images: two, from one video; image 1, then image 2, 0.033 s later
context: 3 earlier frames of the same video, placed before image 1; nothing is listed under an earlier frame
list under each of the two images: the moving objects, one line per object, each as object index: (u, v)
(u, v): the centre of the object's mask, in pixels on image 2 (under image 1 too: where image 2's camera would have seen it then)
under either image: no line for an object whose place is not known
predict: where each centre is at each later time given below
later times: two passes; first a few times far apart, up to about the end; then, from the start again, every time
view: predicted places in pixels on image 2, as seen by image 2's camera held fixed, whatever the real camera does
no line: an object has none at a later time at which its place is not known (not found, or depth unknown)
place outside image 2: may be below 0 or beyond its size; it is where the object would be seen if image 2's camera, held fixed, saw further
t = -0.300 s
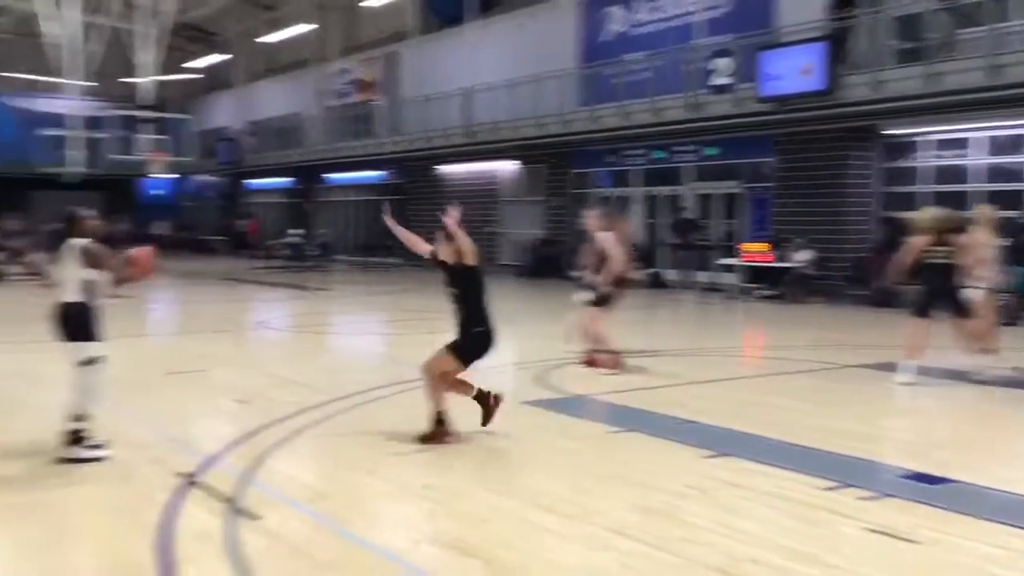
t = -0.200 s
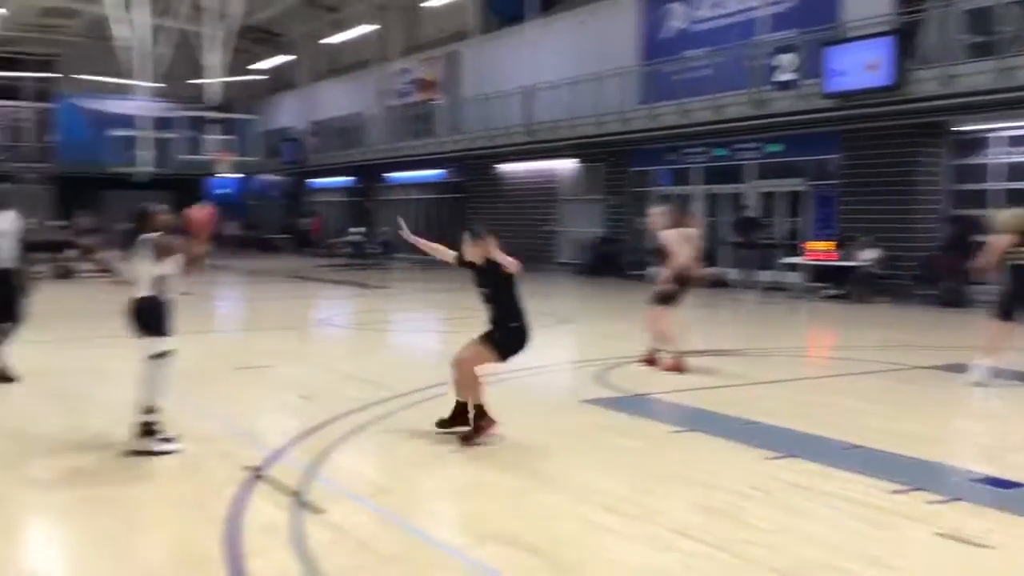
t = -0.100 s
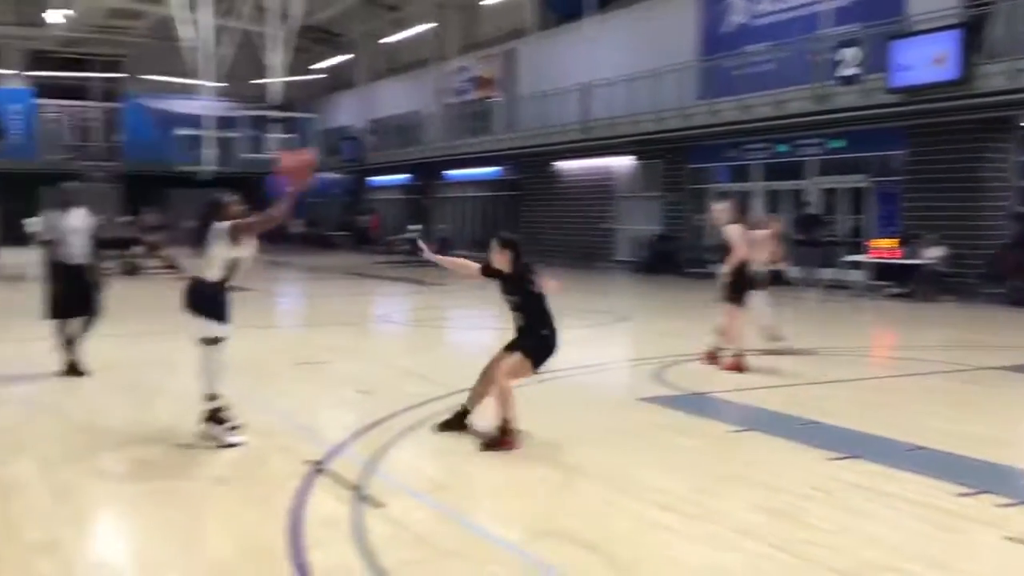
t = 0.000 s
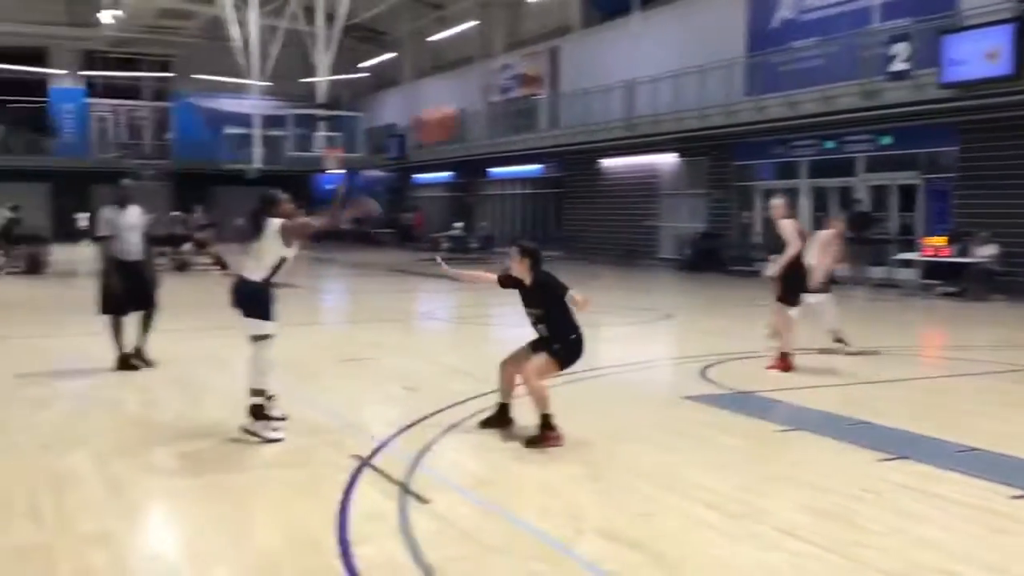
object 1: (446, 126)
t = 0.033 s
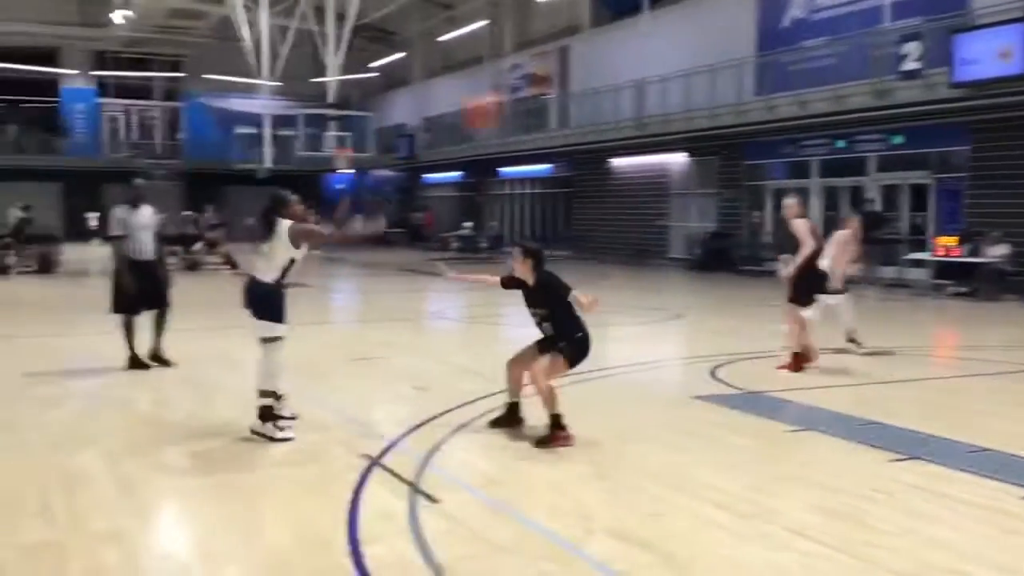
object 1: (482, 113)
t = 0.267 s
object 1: (734, 75)
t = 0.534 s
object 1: (1080, 148)
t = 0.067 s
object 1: (514, 103)
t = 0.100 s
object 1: (546, 94)
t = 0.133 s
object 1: (586, 86)
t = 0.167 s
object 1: (622, 83)
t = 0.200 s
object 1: (657, 80)
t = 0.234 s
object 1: (696, 76)
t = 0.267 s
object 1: (734, 75)
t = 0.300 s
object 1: (775, 79)
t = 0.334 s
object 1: (815, 81)
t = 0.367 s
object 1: (855, 86)
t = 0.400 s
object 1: (900, 95)
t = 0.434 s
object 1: (942, 105)
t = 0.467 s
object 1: (988, 117)
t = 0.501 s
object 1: (1033, 131)
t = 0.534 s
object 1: (1080, 148)
